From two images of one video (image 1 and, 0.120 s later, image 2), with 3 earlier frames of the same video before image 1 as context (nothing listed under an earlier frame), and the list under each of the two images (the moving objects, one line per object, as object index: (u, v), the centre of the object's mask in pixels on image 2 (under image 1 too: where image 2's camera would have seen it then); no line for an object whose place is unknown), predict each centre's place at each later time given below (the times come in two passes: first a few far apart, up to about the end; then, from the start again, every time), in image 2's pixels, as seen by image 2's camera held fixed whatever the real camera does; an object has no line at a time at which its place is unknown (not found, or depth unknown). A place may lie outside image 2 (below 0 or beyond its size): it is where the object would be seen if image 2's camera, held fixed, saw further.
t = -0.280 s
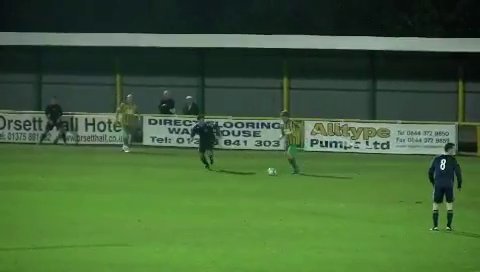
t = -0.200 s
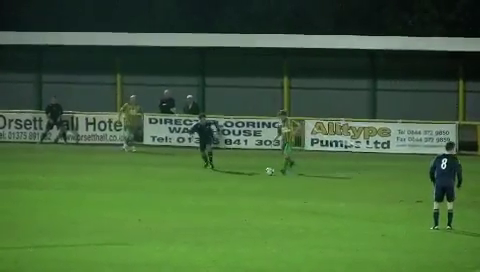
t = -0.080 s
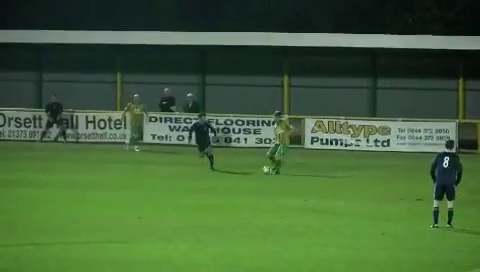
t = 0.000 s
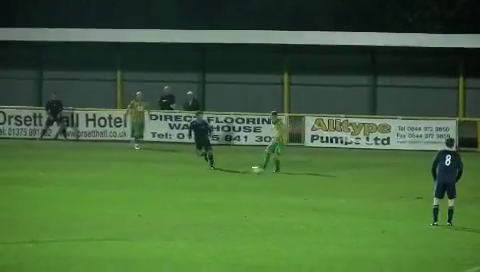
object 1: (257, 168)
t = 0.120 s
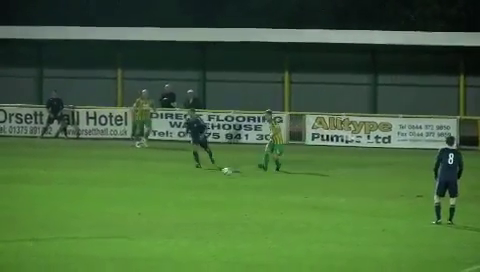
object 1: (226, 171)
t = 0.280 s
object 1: (188, 177)
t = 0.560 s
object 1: (133, 189)
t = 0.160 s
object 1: (216, 174)
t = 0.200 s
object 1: (205, 177)
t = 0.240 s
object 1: (197, 177)
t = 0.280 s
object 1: (188, 177)
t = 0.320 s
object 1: (179, 179)
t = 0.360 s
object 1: (171, 181)
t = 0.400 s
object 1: (162, 184)
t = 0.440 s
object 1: (154, 187)
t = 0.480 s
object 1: (146, 187)
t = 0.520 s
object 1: (140, 188)
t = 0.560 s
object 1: (133, 189)
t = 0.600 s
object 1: (126, 191)
